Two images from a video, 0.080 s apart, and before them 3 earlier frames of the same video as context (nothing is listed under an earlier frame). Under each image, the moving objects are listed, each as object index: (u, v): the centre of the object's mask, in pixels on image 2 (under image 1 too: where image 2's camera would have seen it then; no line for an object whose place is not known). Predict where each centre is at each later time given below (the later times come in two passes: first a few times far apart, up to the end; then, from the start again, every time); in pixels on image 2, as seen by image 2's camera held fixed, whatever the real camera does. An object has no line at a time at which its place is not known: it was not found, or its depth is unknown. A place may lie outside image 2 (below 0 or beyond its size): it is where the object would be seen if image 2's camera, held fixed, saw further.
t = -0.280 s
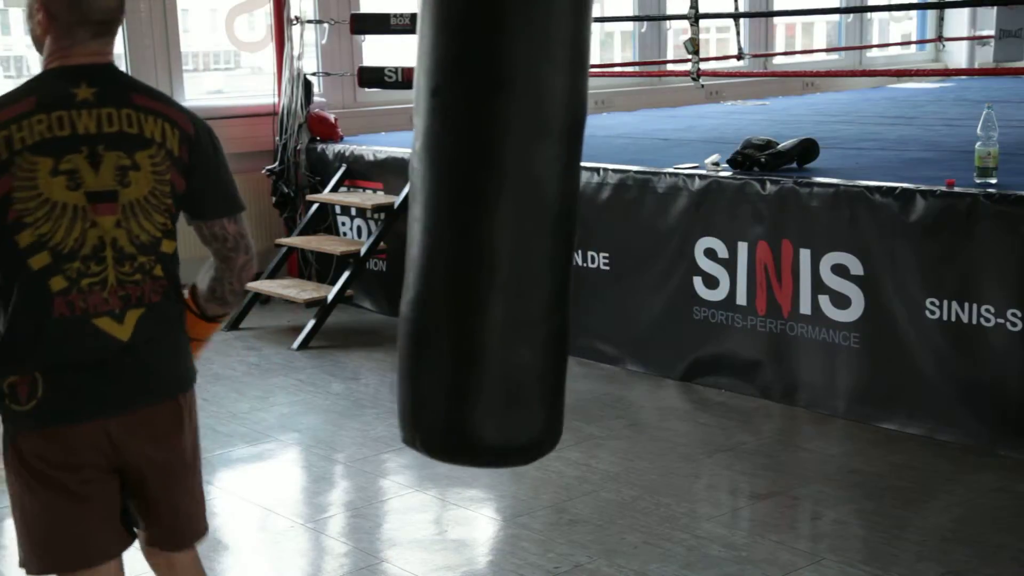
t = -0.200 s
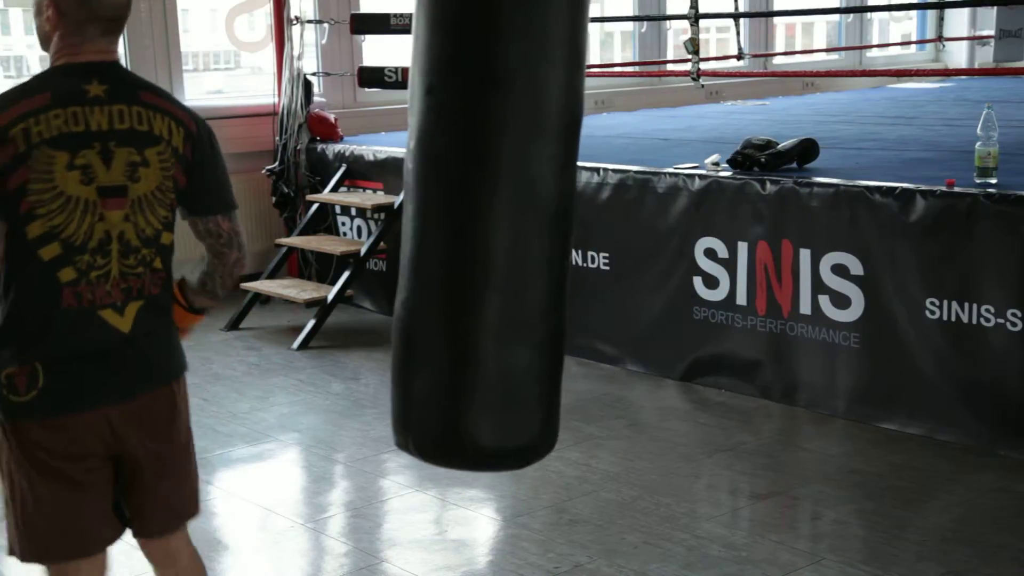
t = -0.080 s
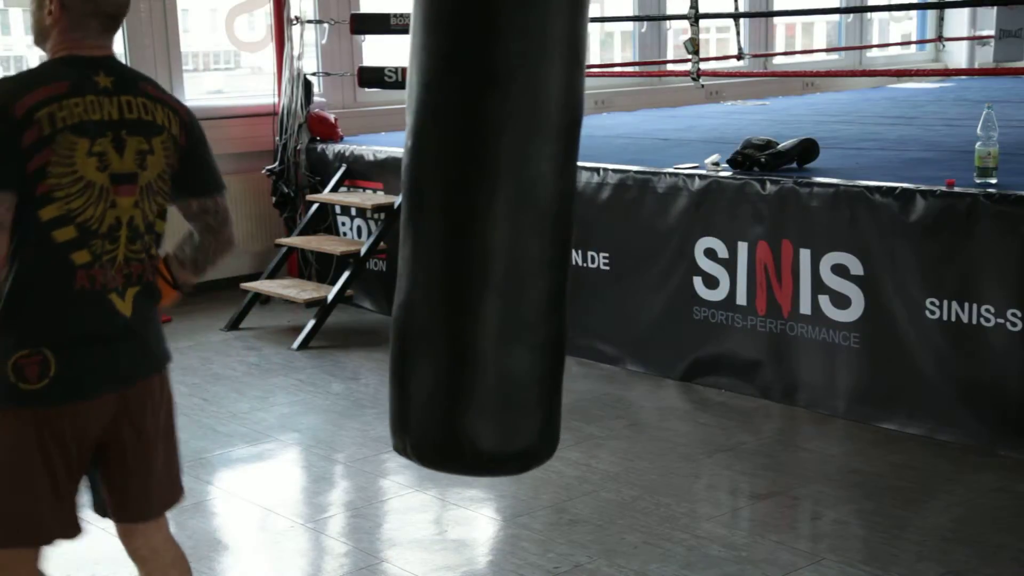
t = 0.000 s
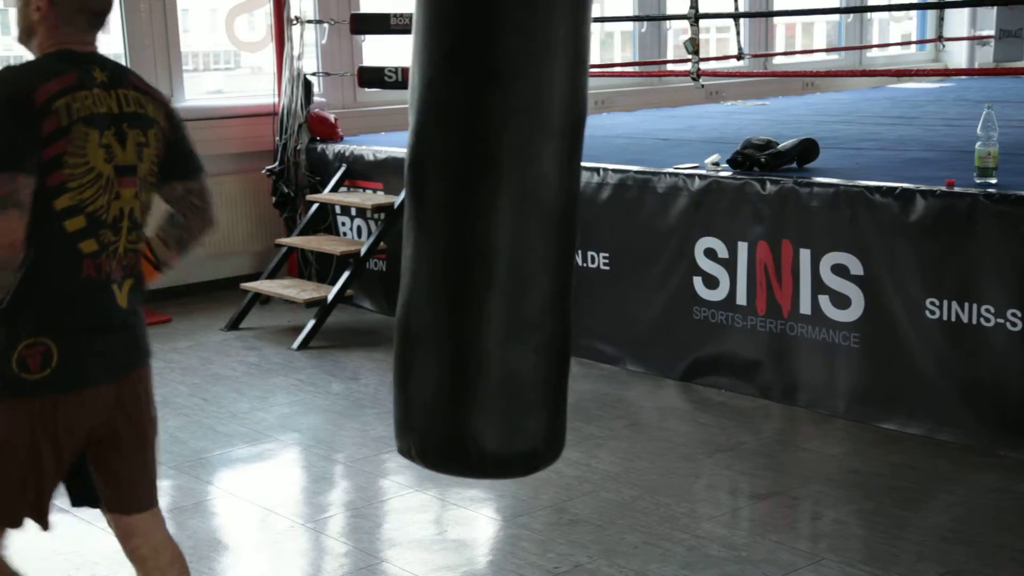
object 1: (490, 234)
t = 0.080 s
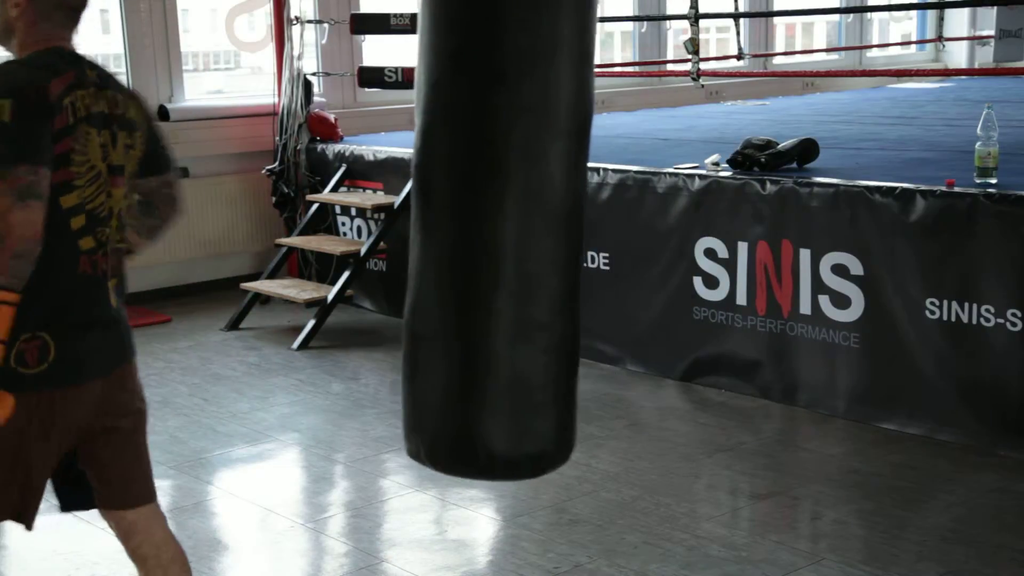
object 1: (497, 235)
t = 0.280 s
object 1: (529, 235)
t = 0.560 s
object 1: (589, 230)
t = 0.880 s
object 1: (644, 215)
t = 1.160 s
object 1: (660, 202)
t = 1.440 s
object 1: (644, 199)
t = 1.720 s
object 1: (602, 205)
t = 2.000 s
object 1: (548, 215)
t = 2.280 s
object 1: (505, 227)
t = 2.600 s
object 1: (493, 234)
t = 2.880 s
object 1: (523, 236)
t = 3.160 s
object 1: (577, 230)
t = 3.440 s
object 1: (628, 218)
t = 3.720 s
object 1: (653, 205)
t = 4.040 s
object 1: (644, 198)
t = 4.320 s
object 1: (608, 202)
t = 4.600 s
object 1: (559, 215)
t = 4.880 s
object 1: (514, 225)
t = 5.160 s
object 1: (496, 234)
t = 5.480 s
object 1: (519, 237)
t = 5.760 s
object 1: (568, 231)
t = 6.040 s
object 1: (619, 222)
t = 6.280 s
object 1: (645, 210)
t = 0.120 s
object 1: (503, 235)
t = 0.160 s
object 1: (509, 235)
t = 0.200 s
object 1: (515, 235)
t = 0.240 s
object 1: (521, 236)
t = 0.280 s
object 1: (529, 235)
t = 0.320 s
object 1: (536, 234)
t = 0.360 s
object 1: (545, 235)
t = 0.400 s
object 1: (554, 235)
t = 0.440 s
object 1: (562, 234)
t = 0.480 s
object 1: (571, 231)
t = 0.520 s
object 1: (580, 231)
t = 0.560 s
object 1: (589, 230)
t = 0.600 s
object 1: (597, 228)
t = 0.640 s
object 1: (604, 225)
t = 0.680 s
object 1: (613, 225)
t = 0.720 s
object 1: (619, 222)
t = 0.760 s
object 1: (626, 220)
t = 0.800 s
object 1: (632, 218)
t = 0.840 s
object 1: (638, 217)
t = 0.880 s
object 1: (644, 215)
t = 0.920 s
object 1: (648, 212)
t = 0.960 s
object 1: (651, 210)
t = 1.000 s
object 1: (655, 209)
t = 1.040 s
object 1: (657, 207)
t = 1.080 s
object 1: (659, 205)
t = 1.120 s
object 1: (660, 204)
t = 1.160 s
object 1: (660, 202)
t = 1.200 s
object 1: (660, 201)
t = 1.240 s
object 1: (659, 200)
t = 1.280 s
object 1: (657, 200)
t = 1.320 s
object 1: (654, 199)
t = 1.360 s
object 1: (651, 199)
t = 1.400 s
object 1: (648, 199)
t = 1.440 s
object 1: (644, 199)
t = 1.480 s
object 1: (639, 200)
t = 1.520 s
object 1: (634, 200)
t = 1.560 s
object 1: (628, 199)
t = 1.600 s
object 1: (622, 200)
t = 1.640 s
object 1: (616, 203)
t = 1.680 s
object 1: (608, 203)
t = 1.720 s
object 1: (602, 205)
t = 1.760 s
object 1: (594, 207)
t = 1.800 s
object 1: (587, 206)
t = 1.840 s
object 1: (579, 208)
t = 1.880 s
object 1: (572, 211)
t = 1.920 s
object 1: (564, 213)
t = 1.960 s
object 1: (556, 213)
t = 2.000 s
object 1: (548, 215)
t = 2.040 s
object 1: (541, 217)
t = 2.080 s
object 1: (535, 220)
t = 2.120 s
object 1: (528, 221)
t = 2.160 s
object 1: (521, 221)
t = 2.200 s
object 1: (516, 224)
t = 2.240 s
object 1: (509, 224)
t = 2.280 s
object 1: (505, 227)
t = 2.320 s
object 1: (501, 228)
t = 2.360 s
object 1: (497, 228)
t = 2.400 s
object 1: (494, 229)
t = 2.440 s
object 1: (492, 231)
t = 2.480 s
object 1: (491, 231)
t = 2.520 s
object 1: (491, 233)
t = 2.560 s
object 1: (491, 234)
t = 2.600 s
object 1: (493, 234)
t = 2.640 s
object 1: (494, 234)
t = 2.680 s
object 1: (498, 235)
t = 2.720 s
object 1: (501, 235)
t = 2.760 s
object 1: (506, 236)
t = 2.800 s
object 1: (511, 236)
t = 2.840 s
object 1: (517, 236)
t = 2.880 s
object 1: (523, 236)
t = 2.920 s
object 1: (529, 235)
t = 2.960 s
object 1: (538, 236)
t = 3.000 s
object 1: (545, 236)
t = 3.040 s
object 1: (553, 235)
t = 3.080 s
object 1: (561, 234)
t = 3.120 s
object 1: (570, 233)
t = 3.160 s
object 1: (577, 230)
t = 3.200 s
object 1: (586, 229)
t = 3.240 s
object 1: (593, 227)
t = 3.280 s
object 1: (601, 227)
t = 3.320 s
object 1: (608, 224)
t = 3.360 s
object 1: (616, 224)
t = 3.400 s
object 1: (622, 220)
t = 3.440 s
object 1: (628, 218)
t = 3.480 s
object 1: (634, 218)
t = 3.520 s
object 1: (639, 215)
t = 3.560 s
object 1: (643, 213)
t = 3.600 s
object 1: (646, 211)
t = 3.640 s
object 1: (649, 209)
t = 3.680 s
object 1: (652, 207)
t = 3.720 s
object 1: (653, 205)
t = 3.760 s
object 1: (655, 204)
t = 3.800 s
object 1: (655, 202)
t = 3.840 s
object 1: (655, 202)
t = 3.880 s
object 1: (654, 200)
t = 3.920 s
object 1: (652, 199)
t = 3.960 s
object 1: (651, 200)
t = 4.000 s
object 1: (647, 198)
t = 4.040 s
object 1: (644, 198)
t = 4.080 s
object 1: (640, 199)
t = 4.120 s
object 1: (636, 198)
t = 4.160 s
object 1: (631, 199)
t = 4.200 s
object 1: (627, 200)
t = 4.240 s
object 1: (620, 201)
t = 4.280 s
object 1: (614, 203)
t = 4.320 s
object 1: (608, 202)
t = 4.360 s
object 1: (601, 204)
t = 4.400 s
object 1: (594, 205)
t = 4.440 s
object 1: (589, 208)
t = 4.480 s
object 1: (580, 209)
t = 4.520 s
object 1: (574, 212)
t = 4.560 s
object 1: (565, 212)
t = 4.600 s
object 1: (559, 215)
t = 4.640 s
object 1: (552, 216)
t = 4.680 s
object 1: (545, 218)
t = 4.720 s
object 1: (538, 220)
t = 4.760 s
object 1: (532, 222)
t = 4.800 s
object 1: (526, 223)
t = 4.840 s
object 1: (520, 225)
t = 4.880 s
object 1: (514, 225)
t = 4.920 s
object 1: (510, 227)
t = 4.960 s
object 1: (506, 228)
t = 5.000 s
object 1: (503, 230)
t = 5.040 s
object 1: (500, 231)
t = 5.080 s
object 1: (497, 232)
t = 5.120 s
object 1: (496, 233)
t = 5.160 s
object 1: (496, 234)
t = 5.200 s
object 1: (495, 233)
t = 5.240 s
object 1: (496, 235)
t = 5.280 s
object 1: (499, 236)
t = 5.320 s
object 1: (502, 236)
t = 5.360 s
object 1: (505, 237)
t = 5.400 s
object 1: (509, 236)
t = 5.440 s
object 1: (514, 237)
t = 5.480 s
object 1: (519, 237)
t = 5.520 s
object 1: (524, 236)
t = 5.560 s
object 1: (531, 235)
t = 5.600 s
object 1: (539, 236)
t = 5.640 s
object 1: (545, 236)
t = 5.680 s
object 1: (553, 235)
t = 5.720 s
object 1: (560, 233)
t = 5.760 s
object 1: (568, 231)
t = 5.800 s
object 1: (576, 230)
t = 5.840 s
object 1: (584, 228)
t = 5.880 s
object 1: (591, 228)
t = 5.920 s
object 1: (598, 226)
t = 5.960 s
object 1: (605, 224)
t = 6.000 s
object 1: (612, 223)
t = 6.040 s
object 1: (619, 222)
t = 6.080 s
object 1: (624, 219)
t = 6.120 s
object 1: (629, 216)
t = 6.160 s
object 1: (634, 215)
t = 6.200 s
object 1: (639, 213)
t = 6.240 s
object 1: (642, 210)
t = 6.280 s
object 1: (645, 210)
